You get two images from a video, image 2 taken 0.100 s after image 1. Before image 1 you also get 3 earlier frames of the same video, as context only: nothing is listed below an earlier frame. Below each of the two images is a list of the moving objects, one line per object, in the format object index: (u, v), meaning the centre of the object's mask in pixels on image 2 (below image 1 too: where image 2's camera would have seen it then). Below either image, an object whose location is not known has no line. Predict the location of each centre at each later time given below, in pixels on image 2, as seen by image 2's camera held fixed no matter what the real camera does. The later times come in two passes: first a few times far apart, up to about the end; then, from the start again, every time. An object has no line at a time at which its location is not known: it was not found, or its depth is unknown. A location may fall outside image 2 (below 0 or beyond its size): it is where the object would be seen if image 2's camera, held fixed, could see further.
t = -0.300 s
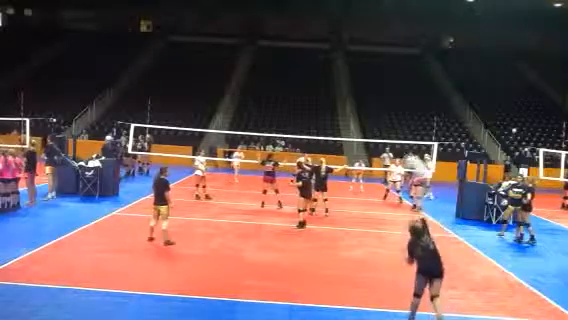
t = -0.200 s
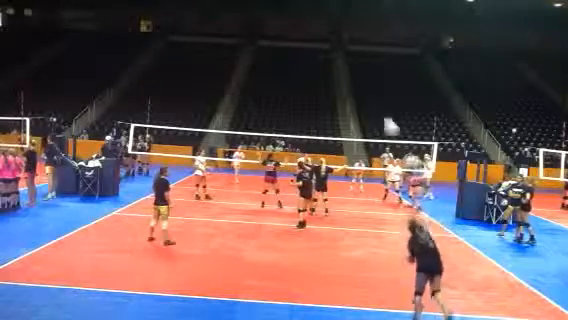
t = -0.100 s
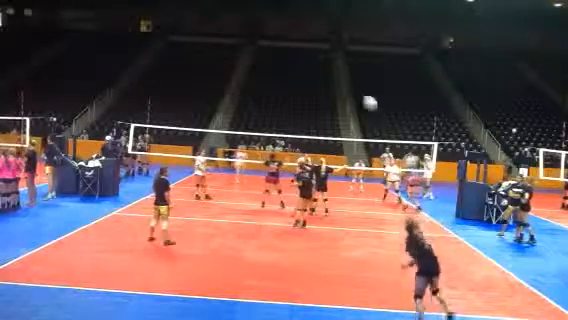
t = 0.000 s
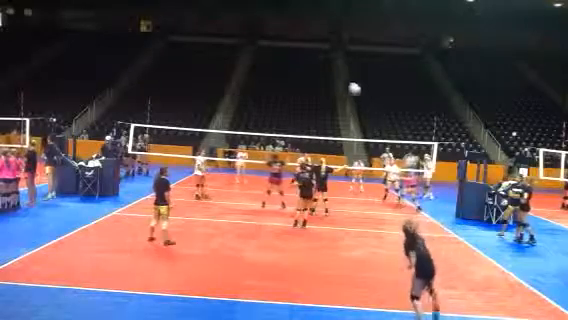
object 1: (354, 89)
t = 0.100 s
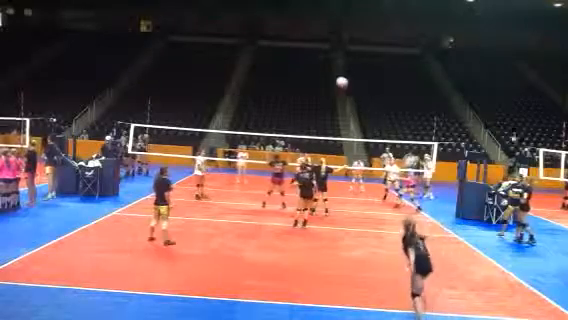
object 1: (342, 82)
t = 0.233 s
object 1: (329, 81)
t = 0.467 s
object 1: (314, 91)
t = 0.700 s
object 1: (302, 113)
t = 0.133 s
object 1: (338, 81)
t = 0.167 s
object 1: (335, 80)
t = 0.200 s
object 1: (332, 80)
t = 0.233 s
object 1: (329, 81)
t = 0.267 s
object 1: (327, 82)
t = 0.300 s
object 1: (324, 82)
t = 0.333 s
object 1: (322, 84)
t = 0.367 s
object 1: (320, 86)
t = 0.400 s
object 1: (319, 87)
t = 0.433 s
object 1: (316, 89)
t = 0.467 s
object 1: (314, 91)
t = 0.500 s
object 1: (312, 94)
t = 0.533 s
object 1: (310, 97)
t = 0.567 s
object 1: (308, 100)
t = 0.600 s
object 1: (307, 103)
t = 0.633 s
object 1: (305, 106)
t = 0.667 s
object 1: (304, 109)
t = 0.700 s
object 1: (302, 113)
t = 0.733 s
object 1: (301, 117)
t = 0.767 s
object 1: (299, 120)
